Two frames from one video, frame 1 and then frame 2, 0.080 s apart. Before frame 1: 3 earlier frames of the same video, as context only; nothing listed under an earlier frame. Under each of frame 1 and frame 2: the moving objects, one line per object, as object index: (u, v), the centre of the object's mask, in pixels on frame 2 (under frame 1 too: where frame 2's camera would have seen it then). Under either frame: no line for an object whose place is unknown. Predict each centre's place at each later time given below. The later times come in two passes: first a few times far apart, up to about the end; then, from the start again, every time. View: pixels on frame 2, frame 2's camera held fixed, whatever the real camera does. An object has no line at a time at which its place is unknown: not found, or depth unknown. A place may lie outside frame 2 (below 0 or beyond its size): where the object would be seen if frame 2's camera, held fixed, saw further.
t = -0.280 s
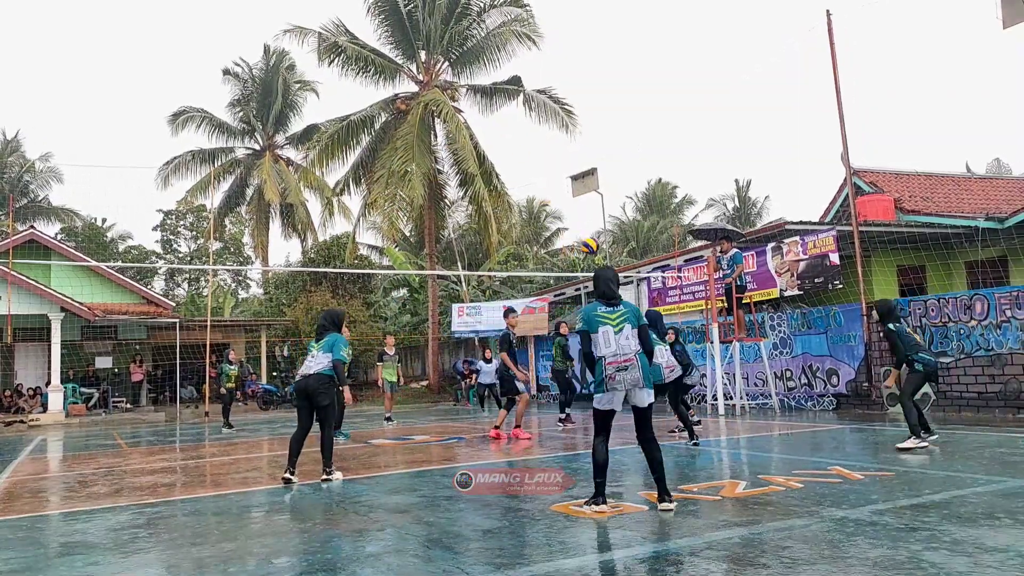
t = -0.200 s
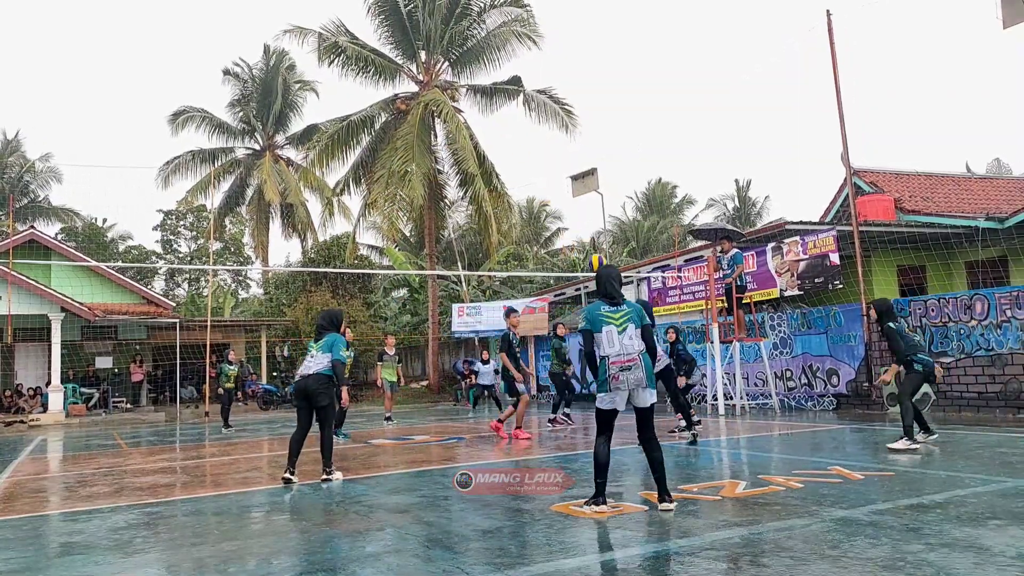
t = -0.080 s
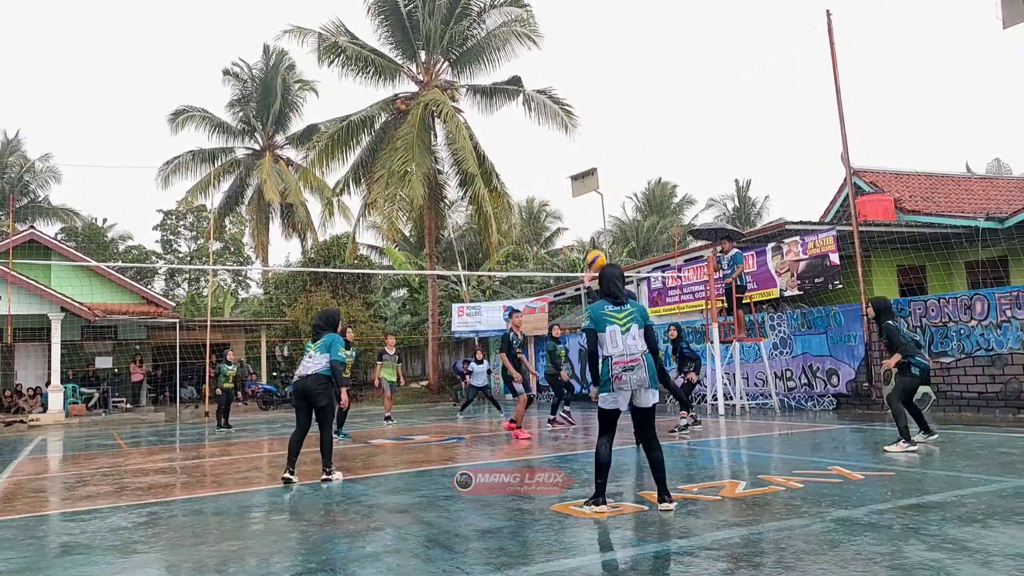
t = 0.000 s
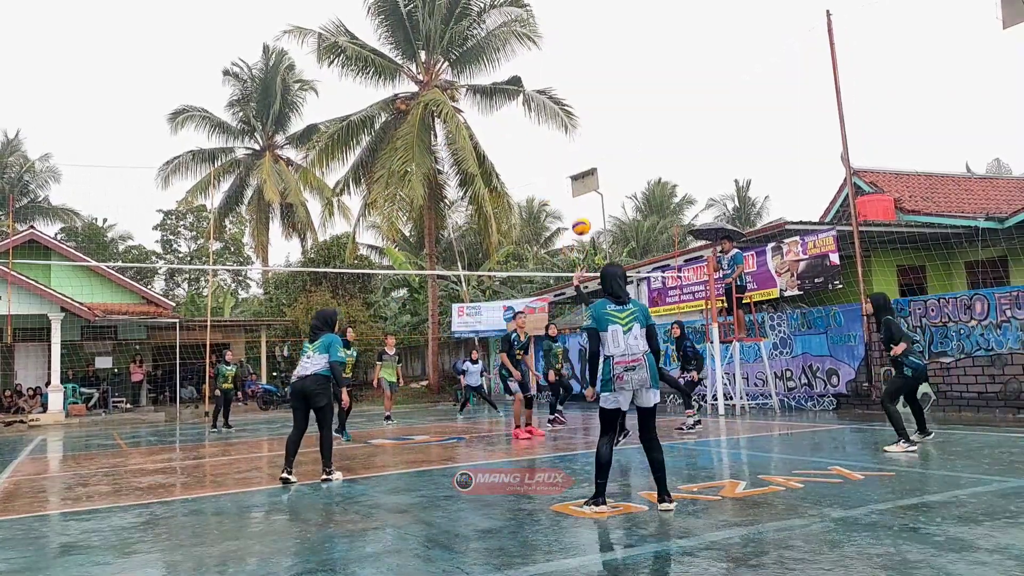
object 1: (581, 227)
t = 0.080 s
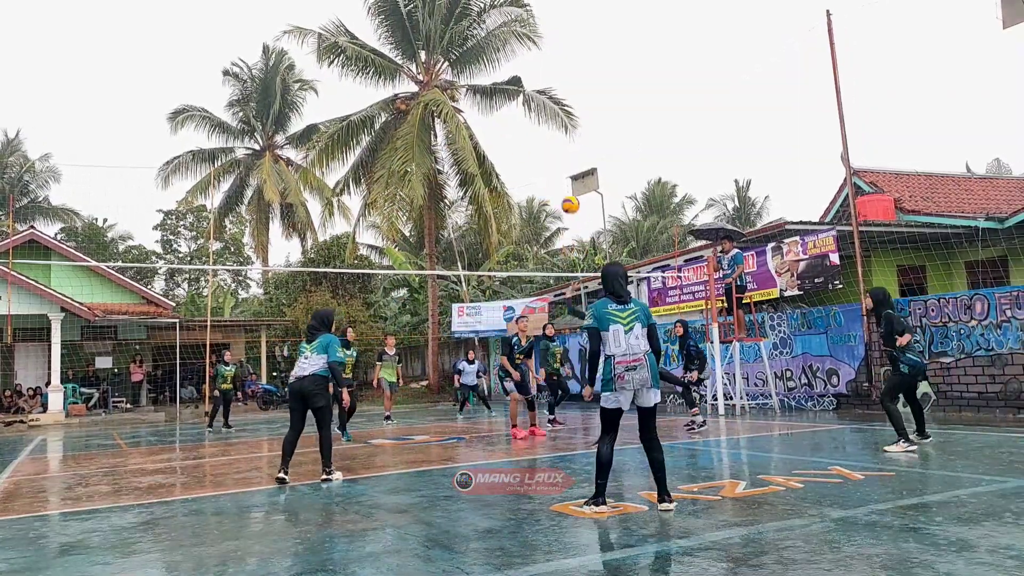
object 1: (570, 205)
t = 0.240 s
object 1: (545, 170)
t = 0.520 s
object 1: (510, 164)
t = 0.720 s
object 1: (487, 196)
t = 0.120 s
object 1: (562, 191)
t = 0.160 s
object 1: (557, 184)
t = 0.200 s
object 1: (552, 178)
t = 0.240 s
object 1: (545, 170)
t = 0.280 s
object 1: (540, 166)
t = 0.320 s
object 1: (533, 162)
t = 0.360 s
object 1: (529, 160)
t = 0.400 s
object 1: (524, 160)
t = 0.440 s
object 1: (518, 160)
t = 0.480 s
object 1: (514, 162)
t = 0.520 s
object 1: (510, 164)
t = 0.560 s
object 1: (503, 170)
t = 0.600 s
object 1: (499, 174)
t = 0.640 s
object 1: (495, 182)
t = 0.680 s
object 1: (492, 188)
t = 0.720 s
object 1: (487, 196)
